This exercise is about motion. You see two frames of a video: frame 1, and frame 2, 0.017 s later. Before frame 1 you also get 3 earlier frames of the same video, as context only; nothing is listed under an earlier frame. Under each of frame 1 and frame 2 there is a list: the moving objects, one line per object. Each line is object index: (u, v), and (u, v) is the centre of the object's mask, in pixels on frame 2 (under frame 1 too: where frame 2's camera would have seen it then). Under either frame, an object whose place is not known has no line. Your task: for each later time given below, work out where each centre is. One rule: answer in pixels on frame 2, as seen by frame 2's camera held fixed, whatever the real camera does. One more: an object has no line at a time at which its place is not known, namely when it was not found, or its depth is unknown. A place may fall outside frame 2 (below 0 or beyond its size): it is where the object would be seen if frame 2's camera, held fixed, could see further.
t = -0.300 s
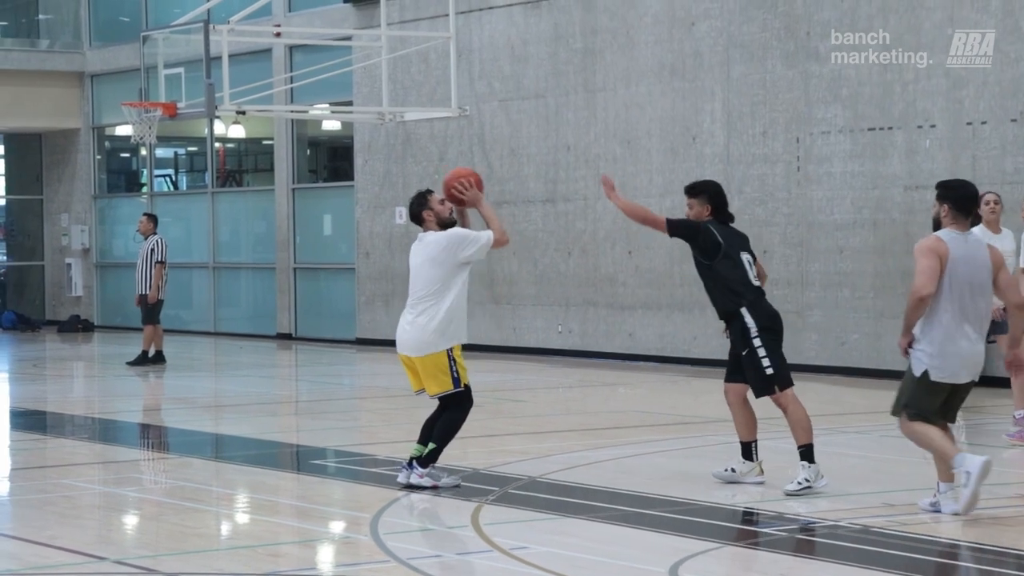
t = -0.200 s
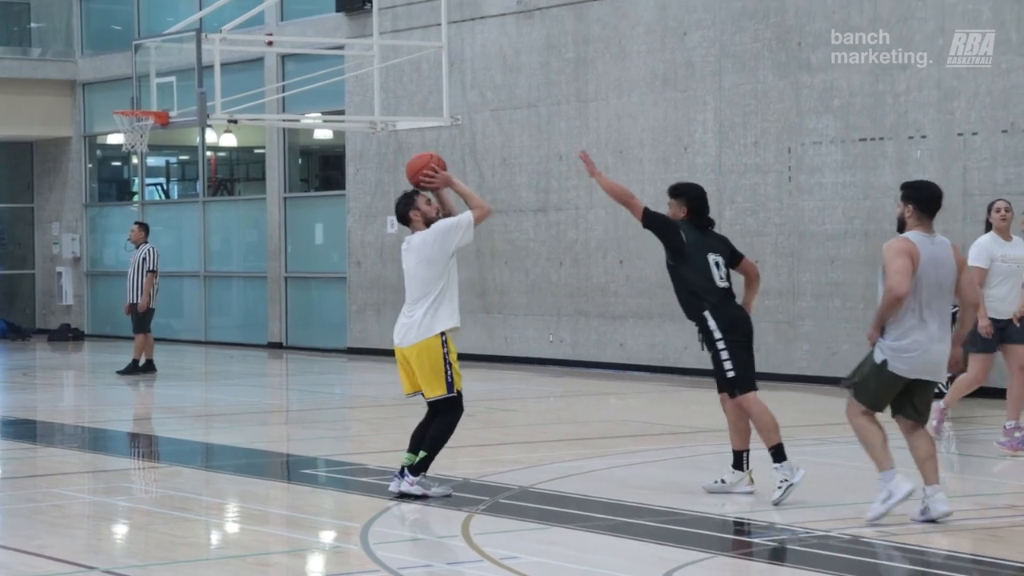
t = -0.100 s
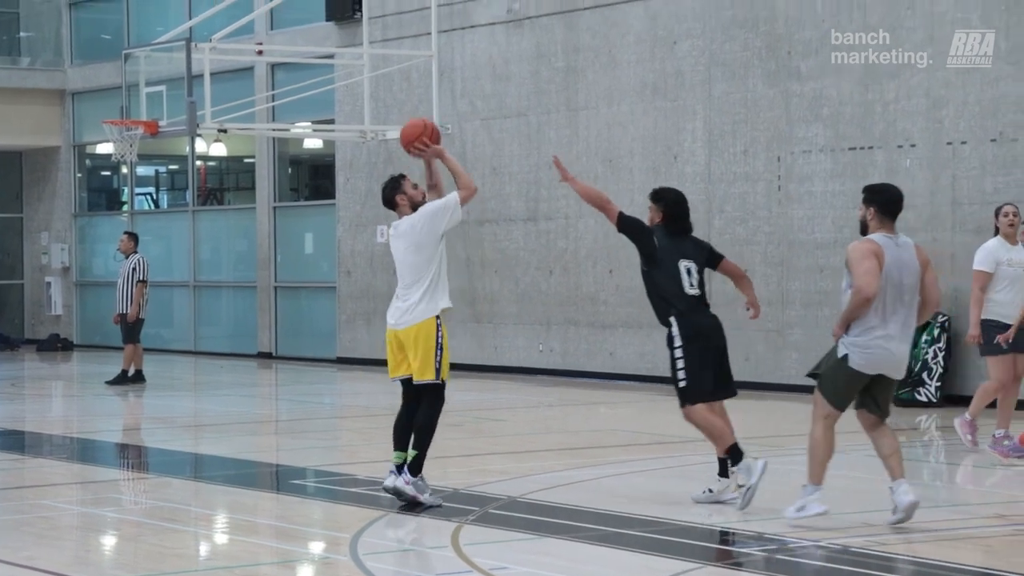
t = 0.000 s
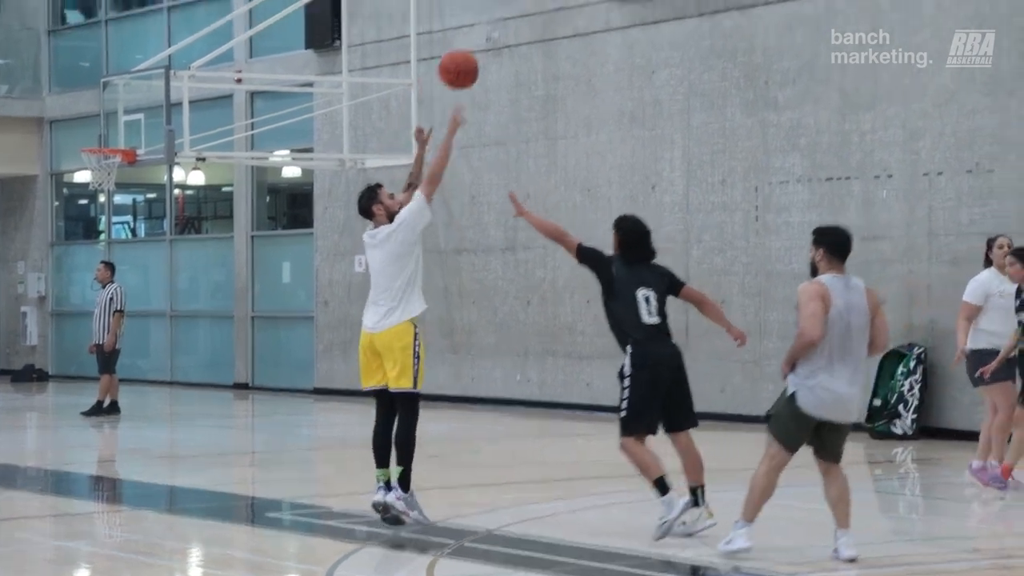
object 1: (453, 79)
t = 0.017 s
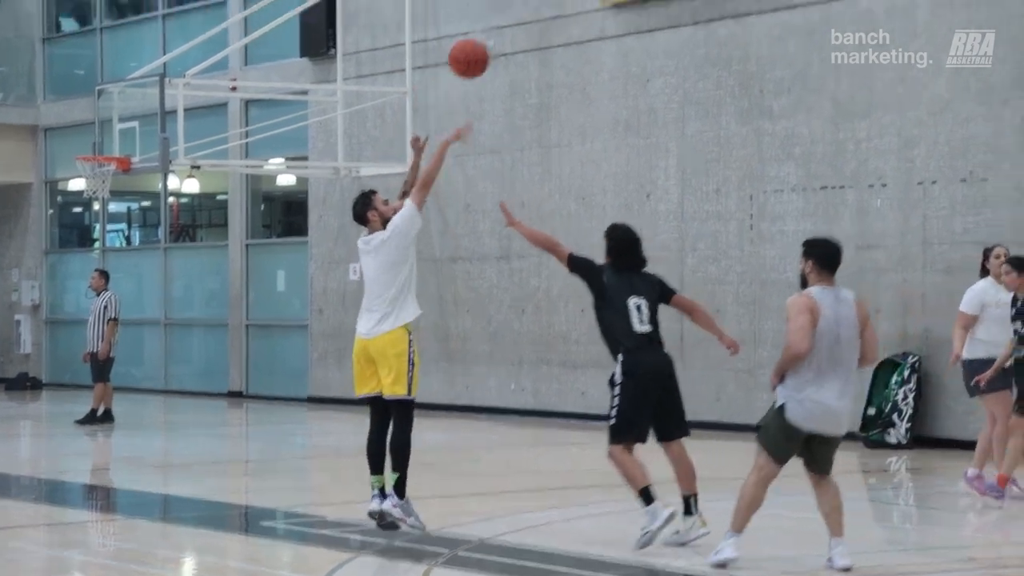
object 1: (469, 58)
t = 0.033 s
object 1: (485, 37)
